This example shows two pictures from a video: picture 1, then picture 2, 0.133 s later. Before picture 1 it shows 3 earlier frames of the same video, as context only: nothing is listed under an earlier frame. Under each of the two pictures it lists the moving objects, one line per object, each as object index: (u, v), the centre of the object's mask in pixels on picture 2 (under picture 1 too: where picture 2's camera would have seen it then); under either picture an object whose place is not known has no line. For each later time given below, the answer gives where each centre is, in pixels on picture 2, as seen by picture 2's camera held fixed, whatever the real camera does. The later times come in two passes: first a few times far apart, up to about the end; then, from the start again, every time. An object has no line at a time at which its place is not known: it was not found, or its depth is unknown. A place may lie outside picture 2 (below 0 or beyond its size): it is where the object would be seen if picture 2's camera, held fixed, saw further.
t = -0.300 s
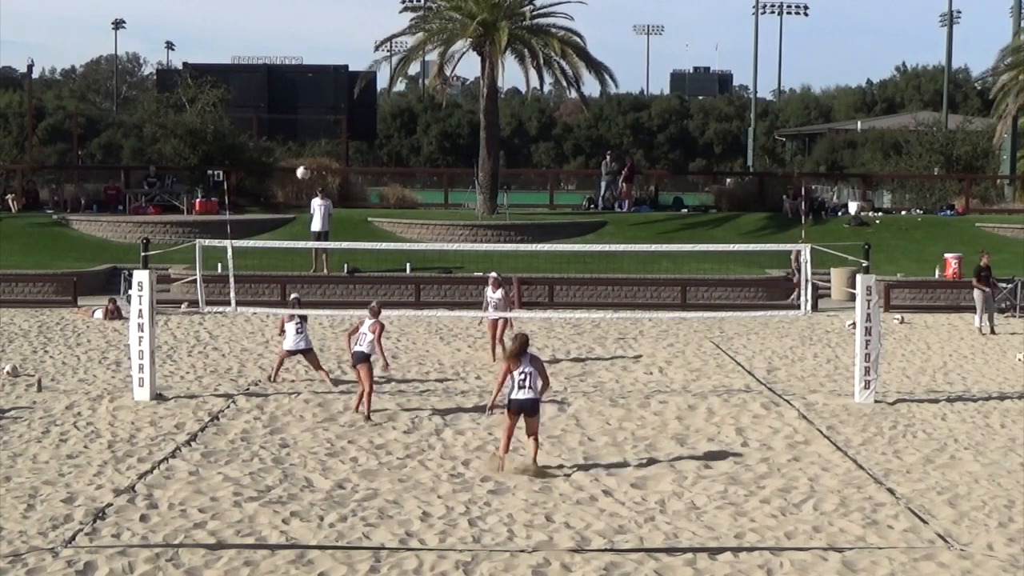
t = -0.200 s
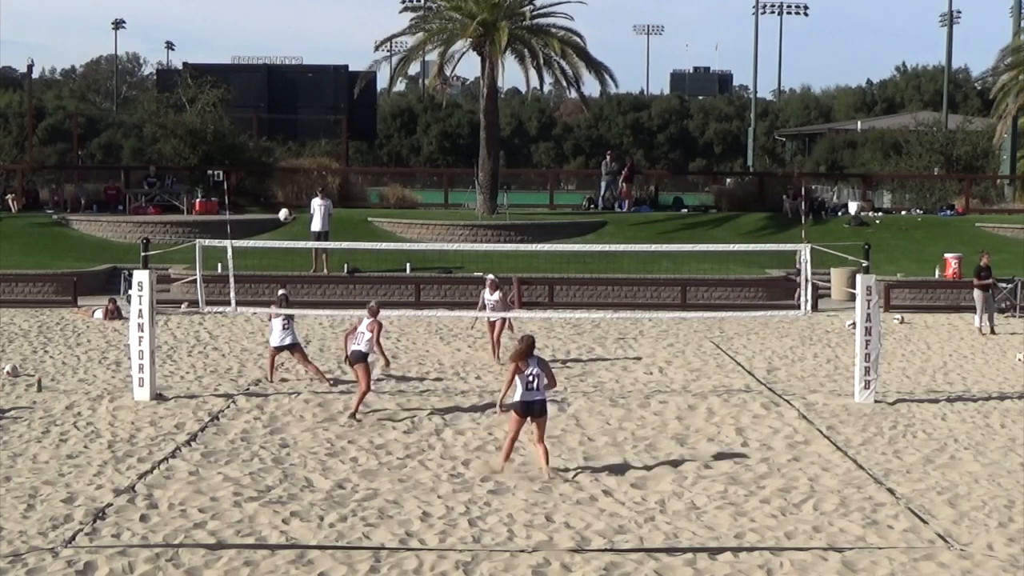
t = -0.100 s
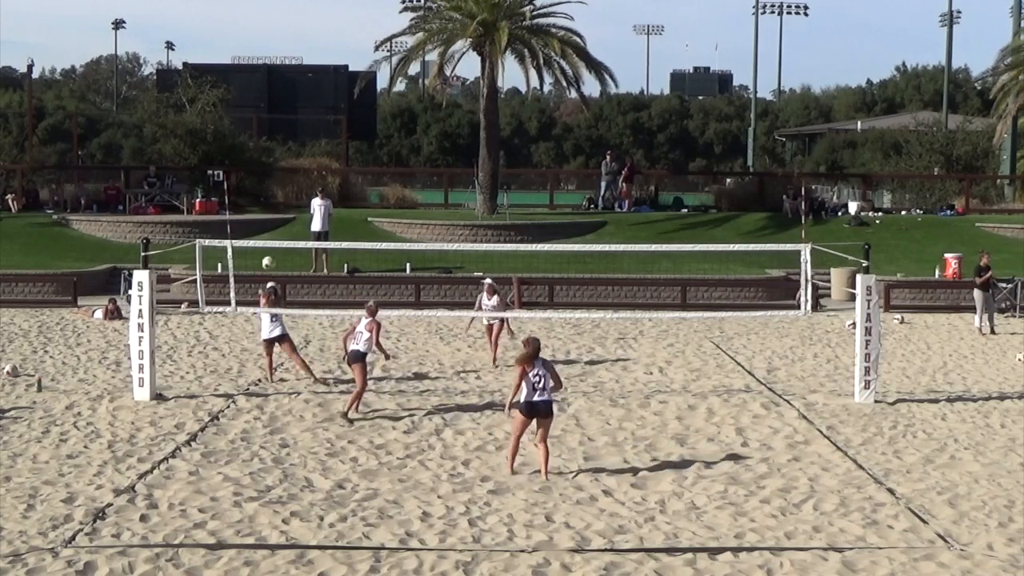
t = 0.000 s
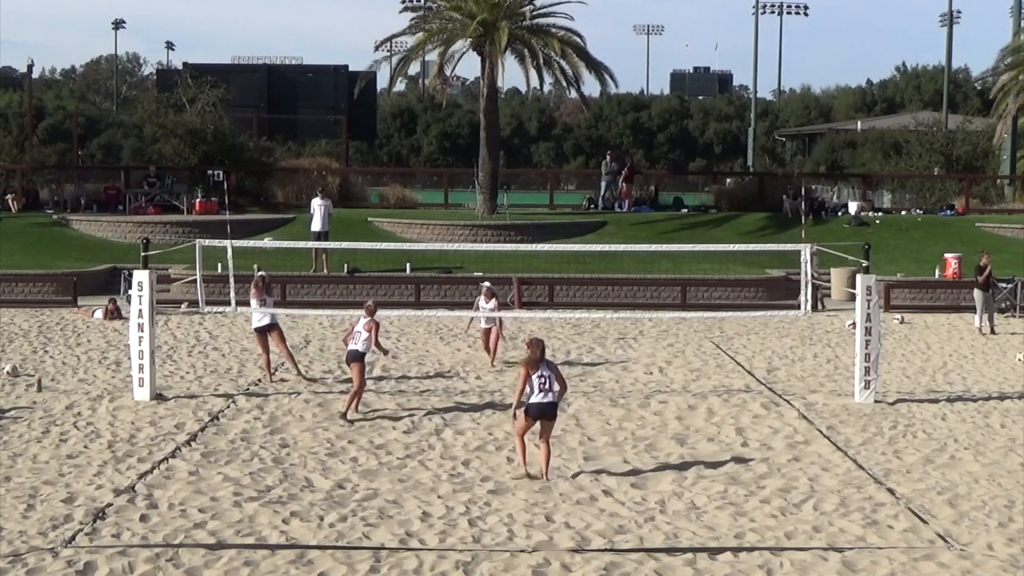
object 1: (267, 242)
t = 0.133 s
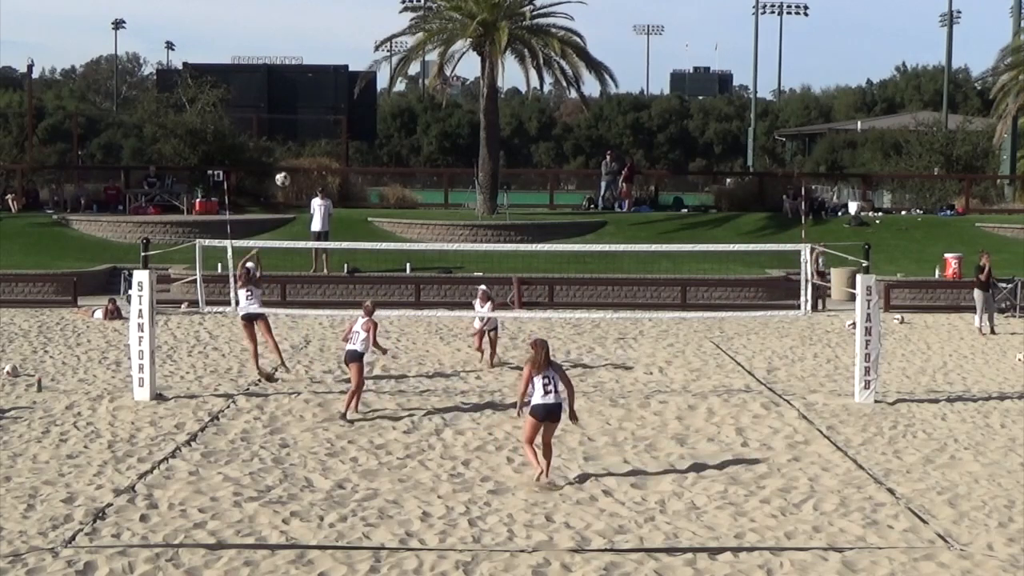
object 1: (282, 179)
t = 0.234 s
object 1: (292, 138)
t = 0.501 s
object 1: (317, 61)
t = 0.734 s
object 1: (338, 33)
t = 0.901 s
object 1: (353, 35)
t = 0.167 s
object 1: (285, 164)
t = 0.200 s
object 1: (289, 151)
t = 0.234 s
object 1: (292, 138)
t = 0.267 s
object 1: (295, 126)
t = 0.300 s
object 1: (298, 114)
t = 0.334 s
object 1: (302, 103)
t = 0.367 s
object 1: (305, 94)
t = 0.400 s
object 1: (308, 85)
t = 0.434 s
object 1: (311, 76)
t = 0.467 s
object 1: (314, 69)
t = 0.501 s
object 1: (317, 61)
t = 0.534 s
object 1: (320, 55)
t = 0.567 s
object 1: (323, 49)
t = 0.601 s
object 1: (326, 45)
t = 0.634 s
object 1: (329, 41)
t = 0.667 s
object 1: (332, 38)
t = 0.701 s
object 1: (335, 35)
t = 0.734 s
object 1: (338, 33)
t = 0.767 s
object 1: (341, 32)
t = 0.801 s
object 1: (344, 32)
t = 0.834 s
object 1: (347, 32)
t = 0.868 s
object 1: (350, 33)
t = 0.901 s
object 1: (353, 35)
